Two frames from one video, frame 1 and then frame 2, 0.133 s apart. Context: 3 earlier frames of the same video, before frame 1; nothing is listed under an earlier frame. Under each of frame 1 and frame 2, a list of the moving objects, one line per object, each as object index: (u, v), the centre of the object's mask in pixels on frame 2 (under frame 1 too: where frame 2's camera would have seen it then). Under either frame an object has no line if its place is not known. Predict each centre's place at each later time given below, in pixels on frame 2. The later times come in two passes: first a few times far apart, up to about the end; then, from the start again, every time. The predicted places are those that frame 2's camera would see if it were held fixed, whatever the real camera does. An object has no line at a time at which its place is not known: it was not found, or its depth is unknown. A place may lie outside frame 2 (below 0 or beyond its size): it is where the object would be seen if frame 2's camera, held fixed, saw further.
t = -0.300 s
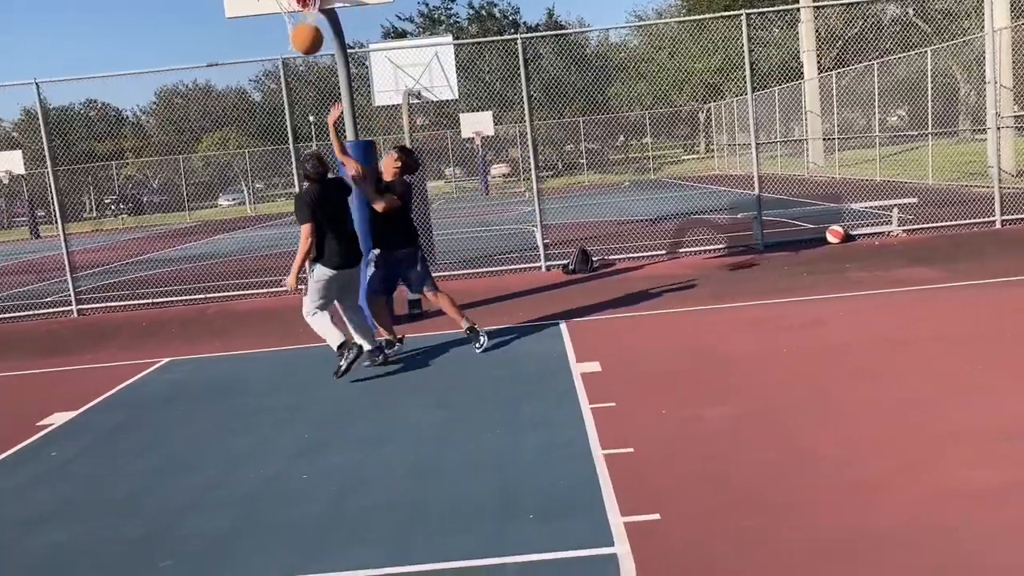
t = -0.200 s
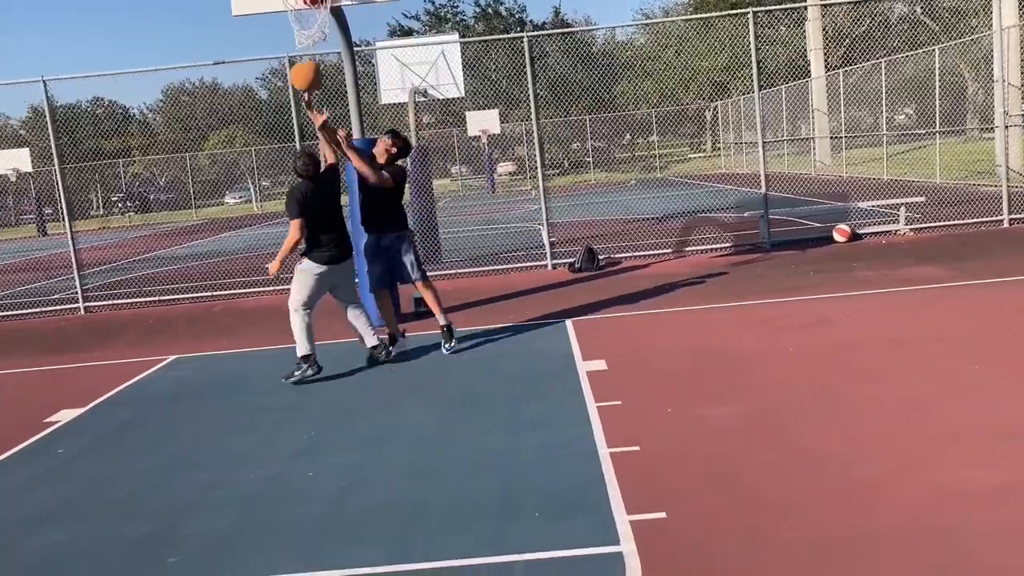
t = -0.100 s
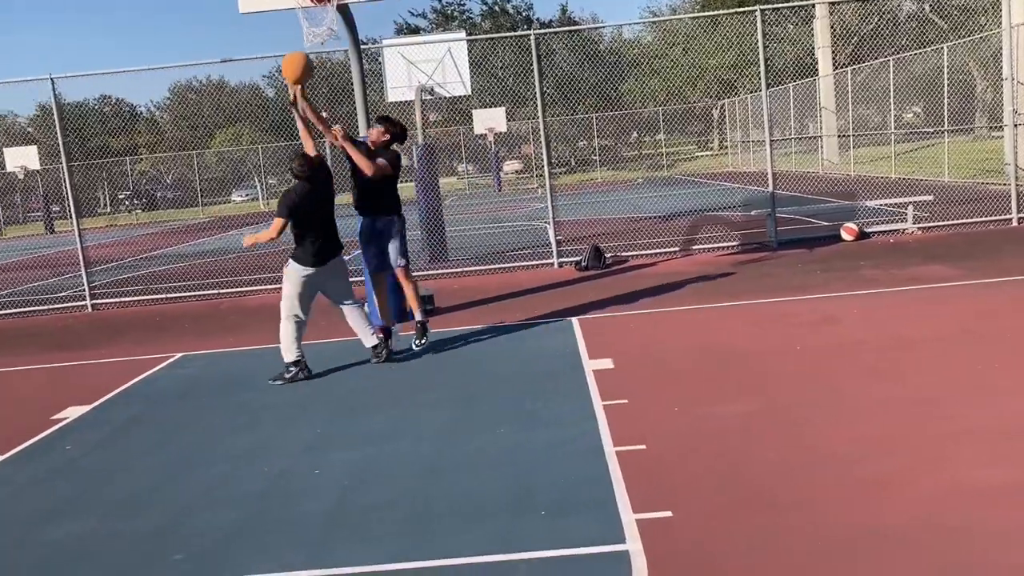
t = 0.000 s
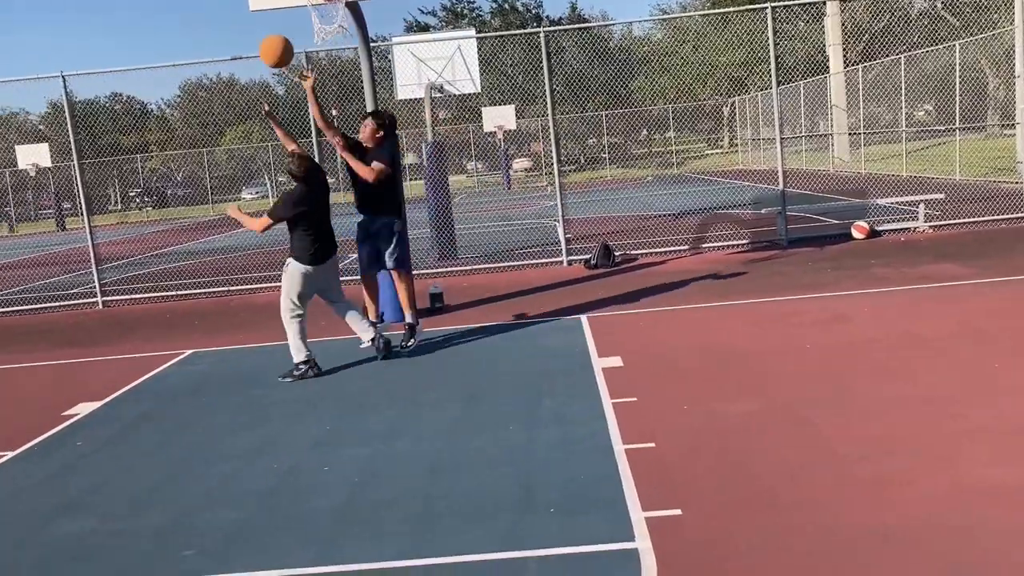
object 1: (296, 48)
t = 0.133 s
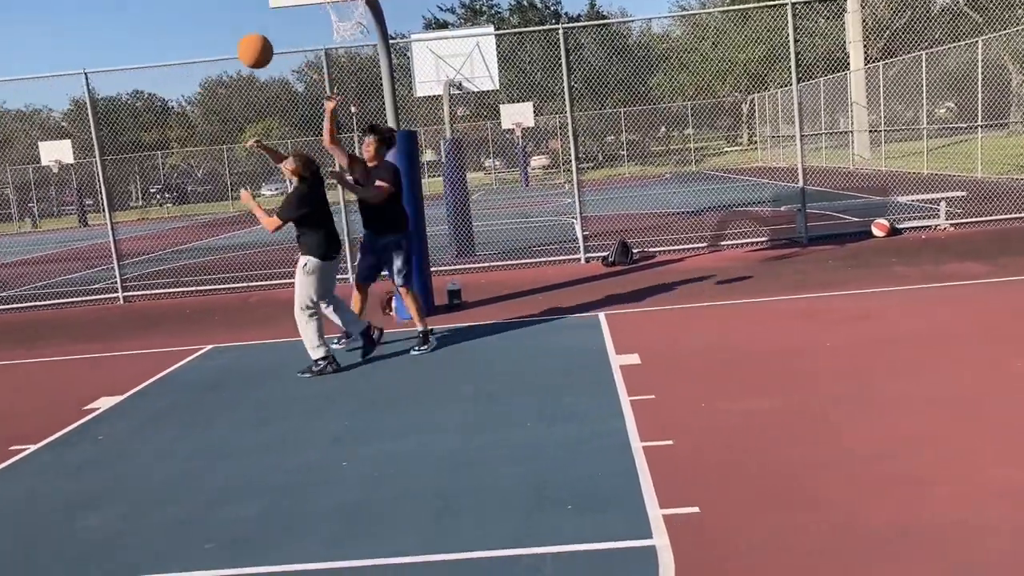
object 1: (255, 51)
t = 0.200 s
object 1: (234, 62)
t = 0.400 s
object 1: (174, 139)
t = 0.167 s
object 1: (245, 56)
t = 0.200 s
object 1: (234, 62)
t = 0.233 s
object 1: (224, 70)
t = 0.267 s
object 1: (214, 80)
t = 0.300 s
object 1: (204, 92)
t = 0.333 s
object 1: (194, 106)
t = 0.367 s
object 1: (184, 122)
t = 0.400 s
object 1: (174, 139)
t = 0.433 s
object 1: (165, 159)
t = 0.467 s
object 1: (155, 181)
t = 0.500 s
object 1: (145, 205)
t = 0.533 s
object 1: (135, 231)
